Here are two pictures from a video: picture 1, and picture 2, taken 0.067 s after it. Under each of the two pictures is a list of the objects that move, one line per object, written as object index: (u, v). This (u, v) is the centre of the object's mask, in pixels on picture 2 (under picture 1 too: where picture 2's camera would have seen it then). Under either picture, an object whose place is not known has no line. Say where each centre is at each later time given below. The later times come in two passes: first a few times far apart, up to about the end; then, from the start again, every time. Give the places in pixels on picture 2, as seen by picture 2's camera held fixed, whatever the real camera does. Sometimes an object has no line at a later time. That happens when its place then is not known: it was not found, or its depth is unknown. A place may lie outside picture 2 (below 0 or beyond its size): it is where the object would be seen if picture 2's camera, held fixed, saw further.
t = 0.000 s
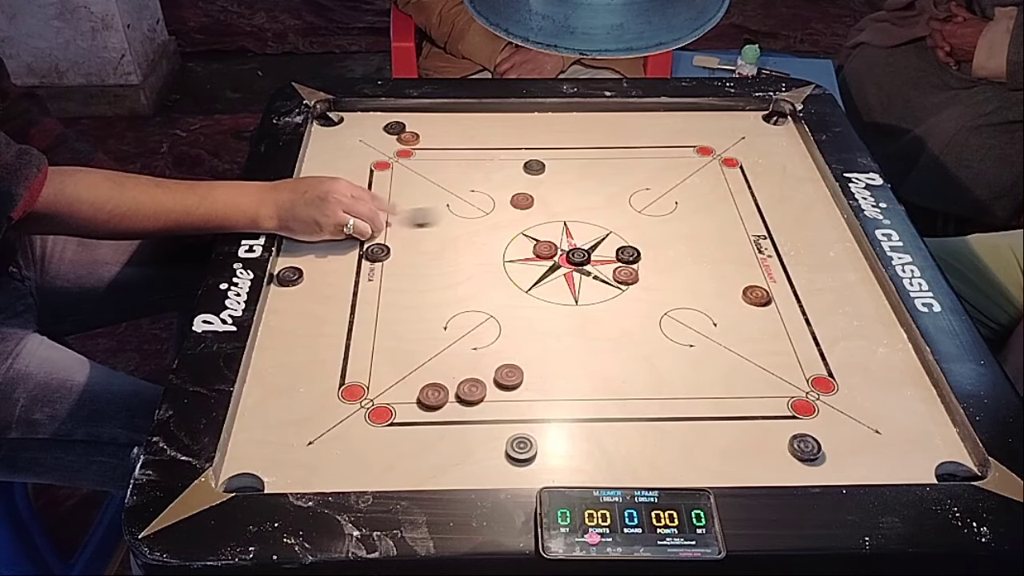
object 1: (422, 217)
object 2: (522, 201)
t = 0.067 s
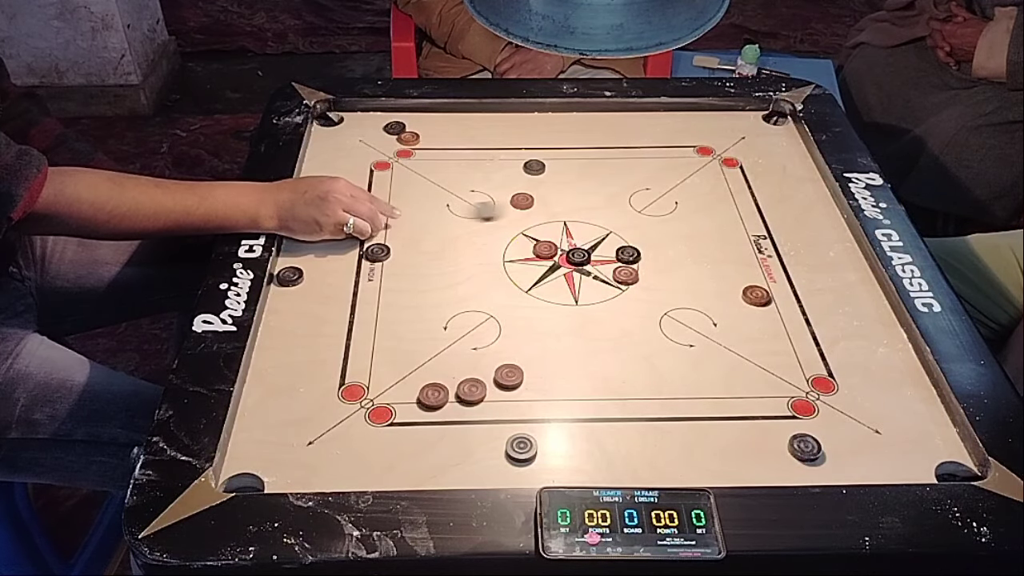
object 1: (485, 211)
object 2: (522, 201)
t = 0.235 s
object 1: (578, 213)
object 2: (641, 159)
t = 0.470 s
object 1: (659, 217)
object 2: (775, 118)
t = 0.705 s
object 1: (673, 217)
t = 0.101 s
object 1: (511, 210)
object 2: (539, 195)
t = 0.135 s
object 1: (528, 211)
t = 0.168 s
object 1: (546, 212)
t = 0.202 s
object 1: (562, 212)
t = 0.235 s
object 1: (578, 213)
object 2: (641, 159)
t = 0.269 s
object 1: (591, 214)
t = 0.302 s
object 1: (605, 215)
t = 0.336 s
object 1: (616, 215)
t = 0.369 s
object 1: (627, 216)
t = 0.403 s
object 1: (637, 216)
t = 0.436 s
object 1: (644, 216)
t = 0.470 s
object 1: (659, 217)
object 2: (775, 118)
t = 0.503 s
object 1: (664, 217)
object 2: (778, 119)
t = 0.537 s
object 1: (668, 217)
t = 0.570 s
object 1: (670, 218)
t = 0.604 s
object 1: (672, 217)
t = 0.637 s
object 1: (673, 217)
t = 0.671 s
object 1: (673, 217)
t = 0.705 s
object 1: (673, 217)
